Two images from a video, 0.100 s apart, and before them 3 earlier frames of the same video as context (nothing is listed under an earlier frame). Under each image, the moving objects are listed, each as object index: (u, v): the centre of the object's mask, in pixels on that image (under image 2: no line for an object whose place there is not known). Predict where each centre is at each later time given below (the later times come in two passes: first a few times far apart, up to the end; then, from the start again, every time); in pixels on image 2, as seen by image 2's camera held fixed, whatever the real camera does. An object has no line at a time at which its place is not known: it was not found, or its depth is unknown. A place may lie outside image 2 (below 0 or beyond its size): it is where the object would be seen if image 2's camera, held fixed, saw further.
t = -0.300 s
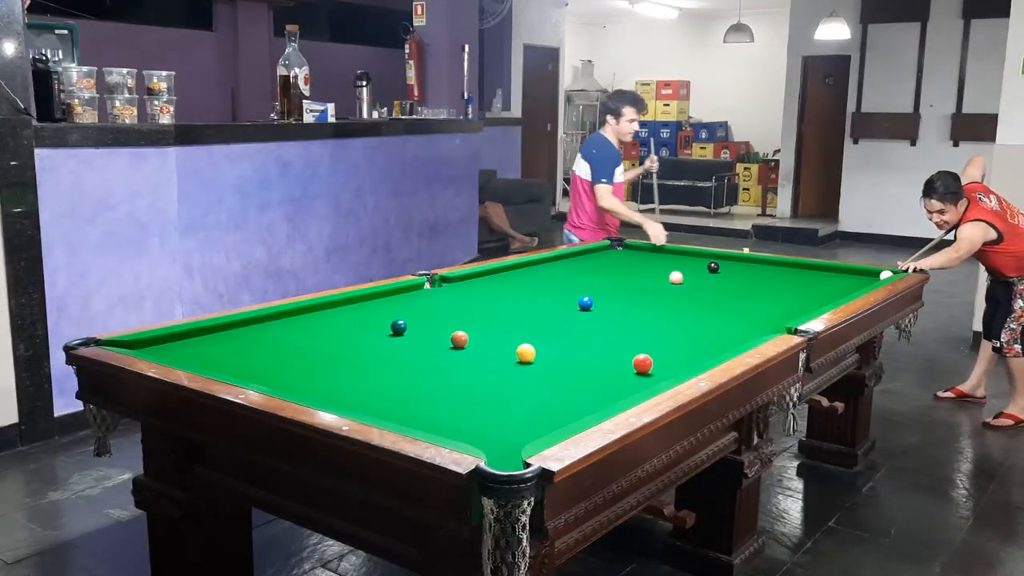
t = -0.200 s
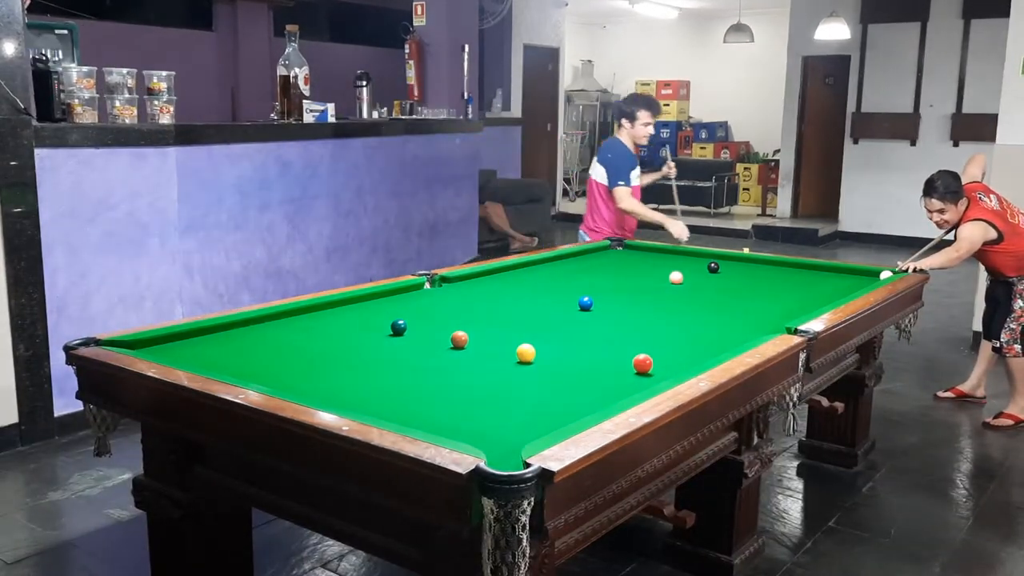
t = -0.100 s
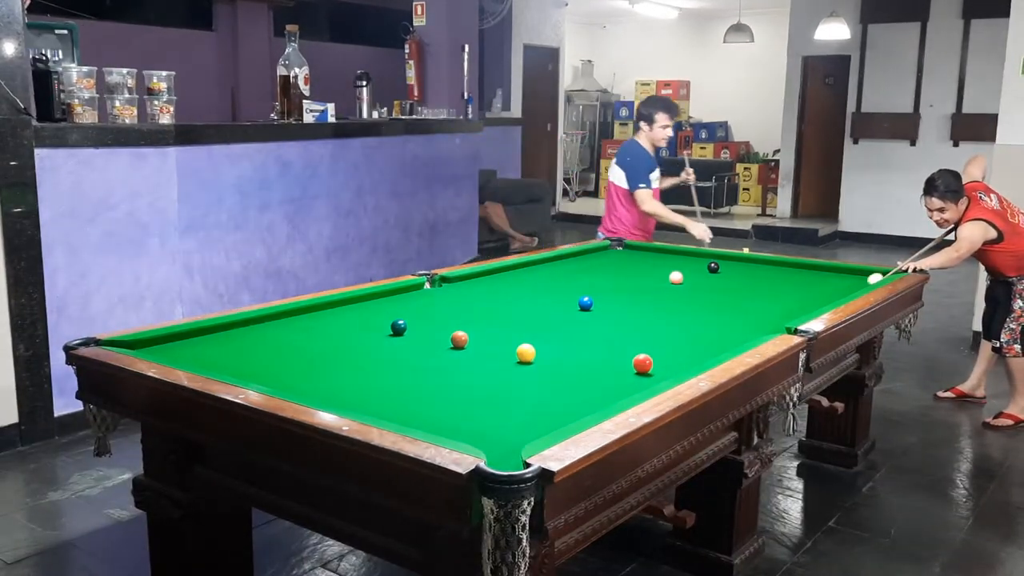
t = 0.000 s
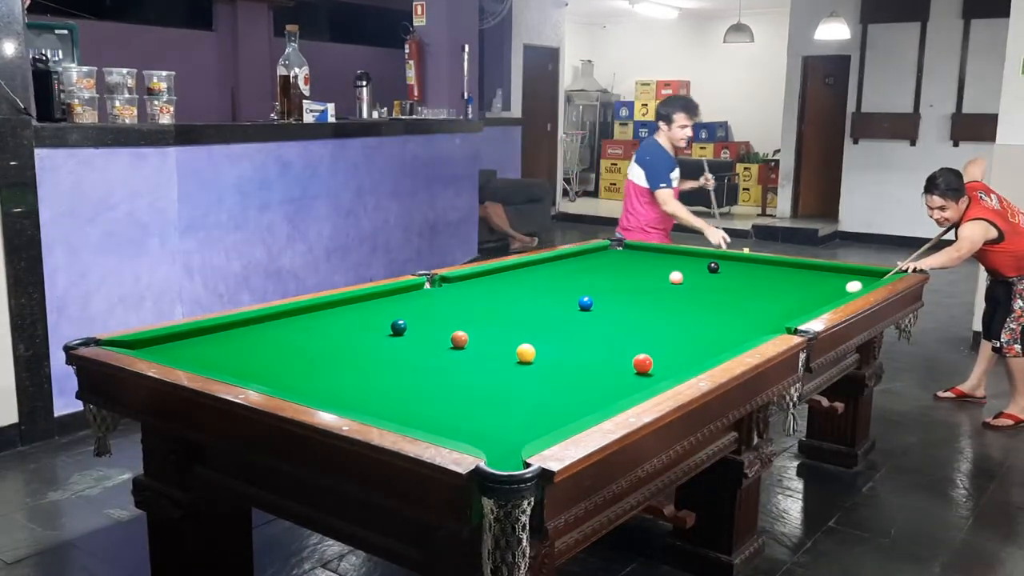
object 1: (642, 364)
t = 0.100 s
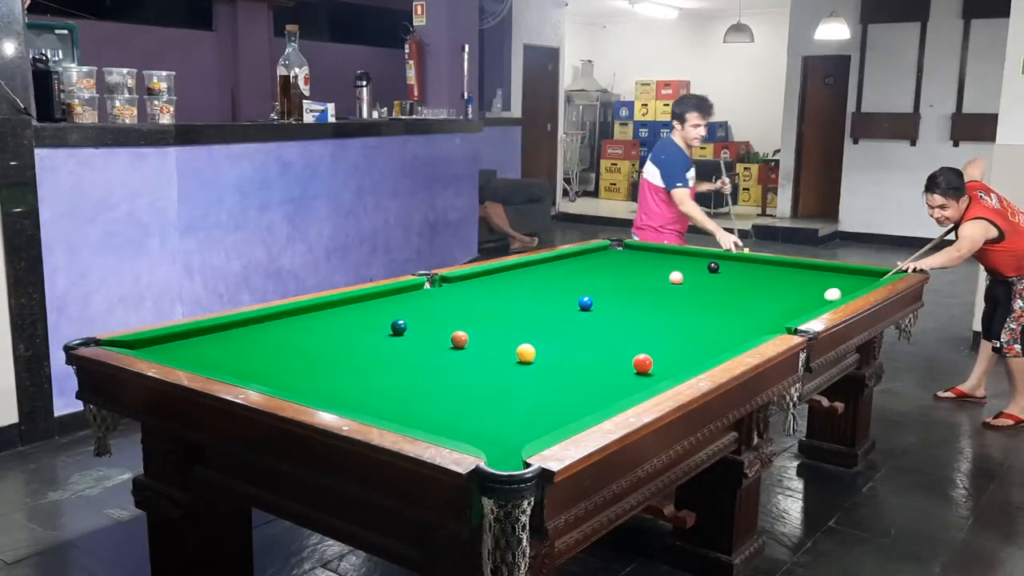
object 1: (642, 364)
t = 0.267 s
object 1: (642, 363)
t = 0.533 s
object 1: (642, 363)
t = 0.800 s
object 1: (616, 372)
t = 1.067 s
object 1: (527, 404)
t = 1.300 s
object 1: (442, 429)
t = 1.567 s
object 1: (497, 407)
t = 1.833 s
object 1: (541, 384)
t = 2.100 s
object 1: (581, 367)
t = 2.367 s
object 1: (613, 352)
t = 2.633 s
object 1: (640, 339)
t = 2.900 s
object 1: (663, 328)
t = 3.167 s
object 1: (683, 319)
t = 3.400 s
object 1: (698, 312)
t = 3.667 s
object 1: (713, 305)
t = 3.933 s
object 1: (726, 298)
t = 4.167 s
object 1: (737, 293)
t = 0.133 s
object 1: (642, 363)
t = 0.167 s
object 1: (643, 363)
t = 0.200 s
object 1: (642, 363)
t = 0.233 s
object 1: (642, 364)
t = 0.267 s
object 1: (642, 363)
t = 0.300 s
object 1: (642, 364)
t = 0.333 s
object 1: (642, 363)
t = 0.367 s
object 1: (642, 364)
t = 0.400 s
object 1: (642, 363)
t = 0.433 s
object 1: (642, 363)
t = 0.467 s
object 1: (642, 364)
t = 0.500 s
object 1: (642, 363)
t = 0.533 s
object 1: (642, 363)
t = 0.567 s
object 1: (642, 363)
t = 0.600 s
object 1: (643, 363)
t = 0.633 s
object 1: (642, 363)
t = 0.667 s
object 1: (642, 363)
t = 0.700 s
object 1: (642, 363)
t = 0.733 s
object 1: (641, 364)
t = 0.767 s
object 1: (629, 368)
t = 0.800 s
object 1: (616, 372)
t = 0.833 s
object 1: (605, 377)
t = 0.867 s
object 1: (593, 381)
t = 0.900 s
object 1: (581, 385)
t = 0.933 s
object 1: (570, 388)
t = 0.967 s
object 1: (560, 392)
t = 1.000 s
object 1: (549, 396)
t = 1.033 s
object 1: (538, 400)
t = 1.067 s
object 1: (527, 404)
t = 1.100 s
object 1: (515, 408)
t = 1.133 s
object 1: (504, 412)
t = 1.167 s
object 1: (491, 416)
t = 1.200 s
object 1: (479, 420)
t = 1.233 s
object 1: (466, 425)
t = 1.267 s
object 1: (454, 428)
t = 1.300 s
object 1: (442, 429)
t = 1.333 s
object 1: (446, 429)
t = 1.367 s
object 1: (455, 427)
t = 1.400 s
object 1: (462, 423)
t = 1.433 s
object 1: (469, 420)
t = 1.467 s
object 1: (477, 417)
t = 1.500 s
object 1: (483, 413)
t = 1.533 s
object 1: (490, 410)
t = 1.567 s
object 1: (497, 407)
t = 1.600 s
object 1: (503, 404)
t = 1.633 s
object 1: (509, 401)
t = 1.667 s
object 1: (515, 398)
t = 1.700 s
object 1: (521, 396)
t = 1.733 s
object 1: (527, 393)
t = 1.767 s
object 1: (532, 390)
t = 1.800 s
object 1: (537, 388)
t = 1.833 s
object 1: (541, 384)
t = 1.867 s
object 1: (547, 380)
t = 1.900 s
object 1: (553, 379)
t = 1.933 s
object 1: (558, 378)
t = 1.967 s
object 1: (563, 376)
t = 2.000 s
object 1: (567, 373)
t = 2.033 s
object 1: (572, 371)
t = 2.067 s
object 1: (577, 369)
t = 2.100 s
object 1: (581, 367)
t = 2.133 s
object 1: (585, 365)
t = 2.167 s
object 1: (589, 363)
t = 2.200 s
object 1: (594, 361)
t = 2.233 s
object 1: (598, 359)
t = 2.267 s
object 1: (602, 357)
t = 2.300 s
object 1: (606, 356)
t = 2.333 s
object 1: (609, 354)
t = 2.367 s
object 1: (613, 352)
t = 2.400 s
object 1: (617, 350)
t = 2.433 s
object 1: (620, 348)
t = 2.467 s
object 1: (624, 347)
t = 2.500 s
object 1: (627, 345)
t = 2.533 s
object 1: (630, 343)
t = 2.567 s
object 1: (633, 342)
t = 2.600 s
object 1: (637, 340)
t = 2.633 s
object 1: (640, 339)
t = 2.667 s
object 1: (643, 338)
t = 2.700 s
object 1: (646, 336)
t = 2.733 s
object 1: (649, 335)
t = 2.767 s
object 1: (652, 334)
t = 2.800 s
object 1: (655, 332)
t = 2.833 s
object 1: (658, 331)
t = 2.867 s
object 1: (660, 329)
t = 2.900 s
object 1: (663, 328)
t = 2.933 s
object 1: (665, 327)
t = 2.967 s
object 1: (668, 326)
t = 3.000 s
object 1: (671, 324)
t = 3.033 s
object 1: (673, 323)
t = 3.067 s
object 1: (676, 322)
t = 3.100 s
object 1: (678, 321)
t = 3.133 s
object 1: (681, 320)
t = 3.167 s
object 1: (683, 319)
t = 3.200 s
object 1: (685, 318)
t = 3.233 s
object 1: (687, 317)
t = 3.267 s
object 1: (690, 316)
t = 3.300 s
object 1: (692, 315)
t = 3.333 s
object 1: (694, 314)
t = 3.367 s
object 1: (696, 313)
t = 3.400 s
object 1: (698, 312)
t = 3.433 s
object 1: (700, 311)
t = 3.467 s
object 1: (702, 310)
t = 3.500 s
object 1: (704, 309)
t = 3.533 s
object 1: (706, 308)
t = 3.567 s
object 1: (708, 307)
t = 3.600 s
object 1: (710, 306)
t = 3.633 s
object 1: (711, 305)
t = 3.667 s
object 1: (713, 305)
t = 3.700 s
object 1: (715, 304)
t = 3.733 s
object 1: (717, 303)
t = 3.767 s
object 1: (719, 302)
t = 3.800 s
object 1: (720, 301)
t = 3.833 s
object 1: (722, 300)
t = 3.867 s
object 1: (723, 300)
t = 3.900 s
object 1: (725, 299)
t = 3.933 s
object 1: (726, 298)
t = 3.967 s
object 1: (728, 297)
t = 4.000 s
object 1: (730, 297)
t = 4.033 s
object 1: (731, 296)
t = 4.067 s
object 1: (732, 296)
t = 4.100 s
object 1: (734, 295)
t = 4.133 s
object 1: (735, 294)
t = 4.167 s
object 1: (737, 293)
